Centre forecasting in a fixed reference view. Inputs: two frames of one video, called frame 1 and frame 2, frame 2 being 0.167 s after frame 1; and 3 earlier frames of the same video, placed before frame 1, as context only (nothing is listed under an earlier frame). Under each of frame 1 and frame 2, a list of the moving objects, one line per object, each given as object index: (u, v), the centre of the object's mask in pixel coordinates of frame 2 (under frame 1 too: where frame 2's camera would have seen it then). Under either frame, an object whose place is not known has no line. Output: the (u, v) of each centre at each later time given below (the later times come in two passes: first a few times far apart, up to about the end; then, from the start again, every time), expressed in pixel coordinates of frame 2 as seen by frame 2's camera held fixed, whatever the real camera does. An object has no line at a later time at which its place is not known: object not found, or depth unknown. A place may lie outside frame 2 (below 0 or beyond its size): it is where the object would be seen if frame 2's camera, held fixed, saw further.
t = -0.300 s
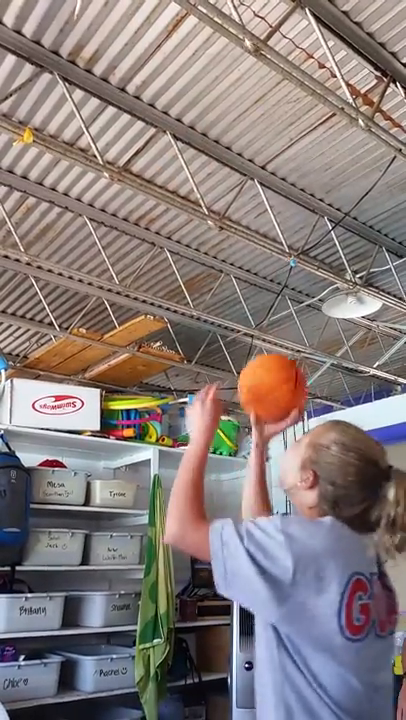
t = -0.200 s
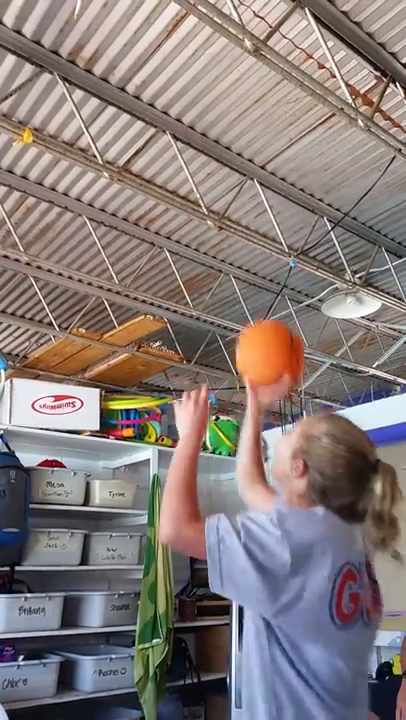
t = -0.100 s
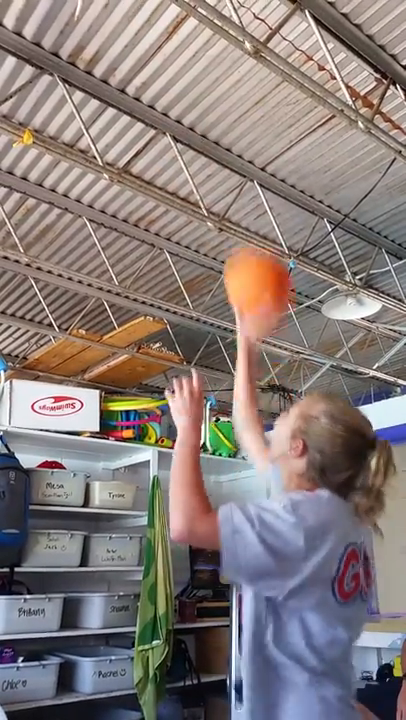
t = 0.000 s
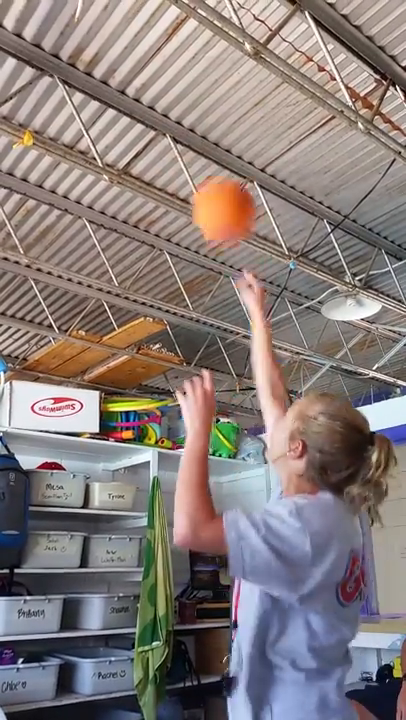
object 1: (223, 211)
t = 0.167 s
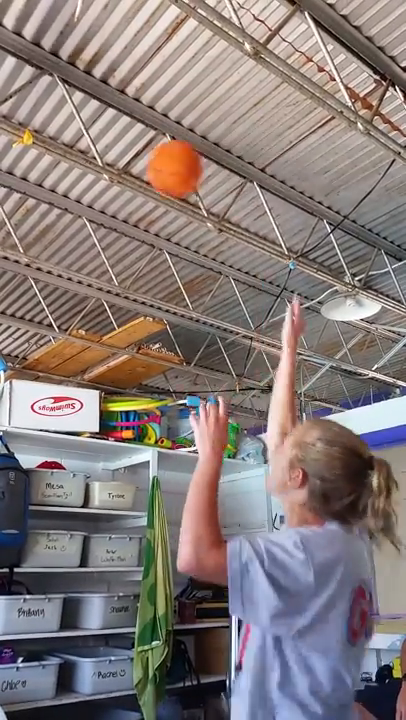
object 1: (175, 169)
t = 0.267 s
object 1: (163, 172)
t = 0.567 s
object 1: (198, 184)
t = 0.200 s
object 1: (165, 170)
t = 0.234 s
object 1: (162, 171)
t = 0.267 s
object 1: (163, 172)
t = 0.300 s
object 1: (166, 170)
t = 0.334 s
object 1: (169, 170)
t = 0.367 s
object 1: (172, 173)
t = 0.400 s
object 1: (176, 174)
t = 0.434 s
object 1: (180, 173)
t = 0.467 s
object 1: (184, 174)
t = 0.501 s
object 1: (187, 176)
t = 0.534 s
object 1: (193, 179)
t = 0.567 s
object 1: (198, 184)
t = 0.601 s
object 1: (204, 191)
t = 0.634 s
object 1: (210, 199)
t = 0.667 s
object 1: (215, 213)
